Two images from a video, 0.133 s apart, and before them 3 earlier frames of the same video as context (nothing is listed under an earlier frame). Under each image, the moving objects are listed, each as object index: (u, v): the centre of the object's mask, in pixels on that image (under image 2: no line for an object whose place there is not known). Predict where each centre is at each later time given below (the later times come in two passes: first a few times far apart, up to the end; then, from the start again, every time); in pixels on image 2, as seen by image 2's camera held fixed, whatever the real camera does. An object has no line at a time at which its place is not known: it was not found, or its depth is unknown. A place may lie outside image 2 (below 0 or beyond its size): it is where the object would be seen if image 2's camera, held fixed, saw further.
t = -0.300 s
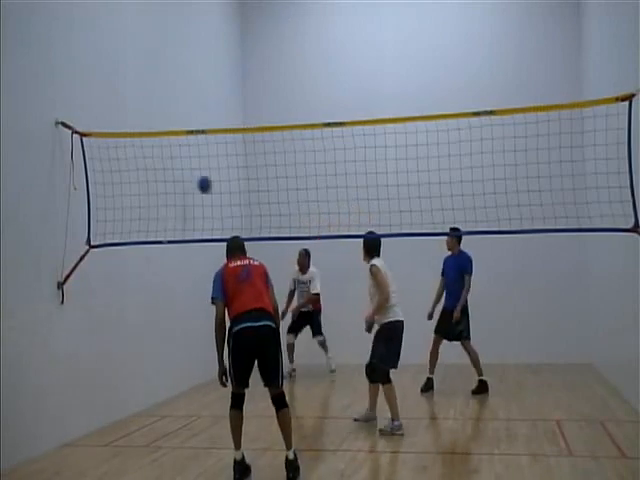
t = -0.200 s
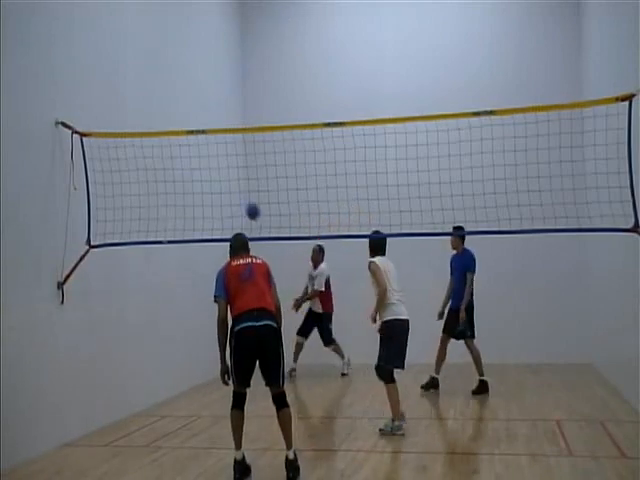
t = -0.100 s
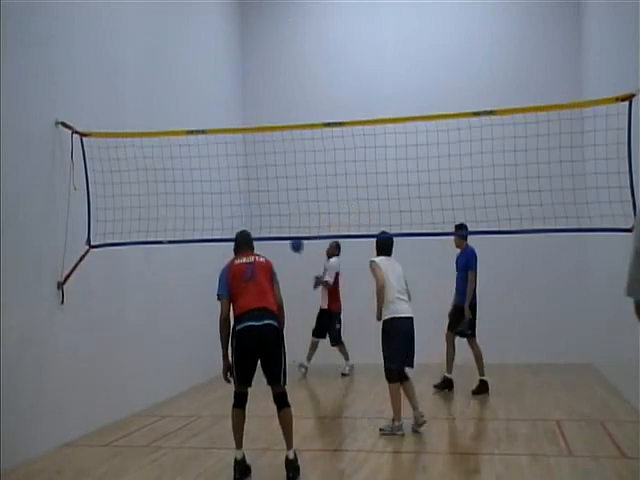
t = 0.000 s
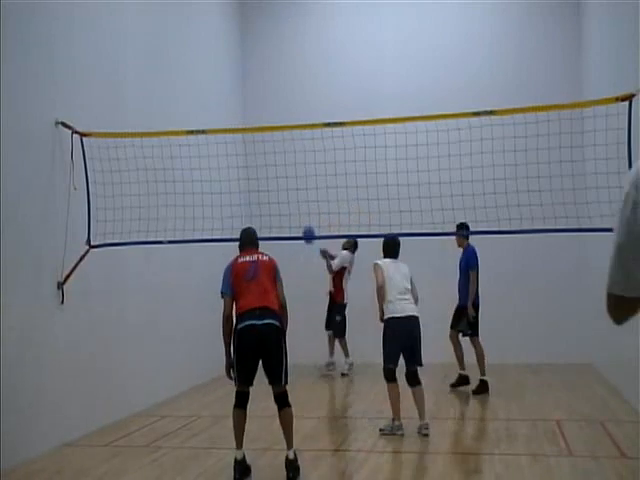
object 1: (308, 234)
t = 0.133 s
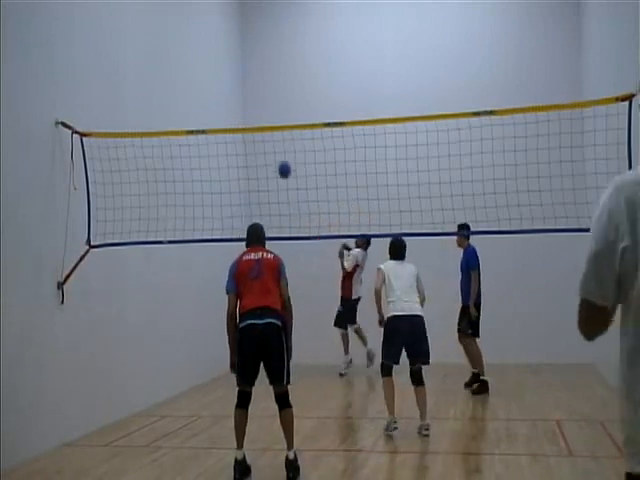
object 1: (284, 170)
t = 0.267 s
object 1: (258, 116)
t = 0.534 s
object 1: (206, 49)
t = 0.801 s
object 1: (147, 43)
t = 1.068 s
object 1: (128, 95)
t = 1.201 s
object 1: (134, 147)
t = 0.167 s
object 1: (278, 155)
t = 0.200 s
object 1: (271, 142)
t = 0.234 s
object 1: (265, 134)
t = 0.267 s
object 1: (258, 116)
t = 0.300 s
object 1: (252, 105)
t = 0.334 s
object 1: (246, 94)
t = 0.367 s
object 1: (239, 85)
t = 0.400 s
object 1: (232, 76)
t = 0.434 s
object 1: (226, 67)
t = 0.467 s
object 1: (219, 60)
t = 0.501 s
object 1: (213, 54)
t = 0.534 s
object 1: (206, 49)
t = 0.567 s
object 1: (199, 44)
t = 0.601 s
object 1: (192, 41)
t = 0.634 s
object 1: (185, 39)
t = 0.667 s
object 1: (178, 37)
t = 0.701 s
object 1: (170, 37)
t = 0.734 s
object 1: (163, 38)
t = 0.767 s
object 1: (155, 40)
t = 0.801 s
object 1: (147, 43)
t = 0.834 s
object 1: (140, 47)
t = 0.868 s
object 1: (132, 52)
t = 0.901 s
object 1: (123, 59)
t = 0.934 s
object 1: (121, 65)
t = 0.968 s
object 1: (123, 70)
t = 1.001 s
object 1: (125, 77)
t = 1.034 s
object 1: (126, 85)
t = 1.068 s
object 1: (128, 95)
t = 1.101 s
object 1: (130, 106)
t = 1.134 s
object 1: (131, 118)
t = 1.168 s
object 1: (133, 130)
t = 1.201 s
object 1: (134, 147)
